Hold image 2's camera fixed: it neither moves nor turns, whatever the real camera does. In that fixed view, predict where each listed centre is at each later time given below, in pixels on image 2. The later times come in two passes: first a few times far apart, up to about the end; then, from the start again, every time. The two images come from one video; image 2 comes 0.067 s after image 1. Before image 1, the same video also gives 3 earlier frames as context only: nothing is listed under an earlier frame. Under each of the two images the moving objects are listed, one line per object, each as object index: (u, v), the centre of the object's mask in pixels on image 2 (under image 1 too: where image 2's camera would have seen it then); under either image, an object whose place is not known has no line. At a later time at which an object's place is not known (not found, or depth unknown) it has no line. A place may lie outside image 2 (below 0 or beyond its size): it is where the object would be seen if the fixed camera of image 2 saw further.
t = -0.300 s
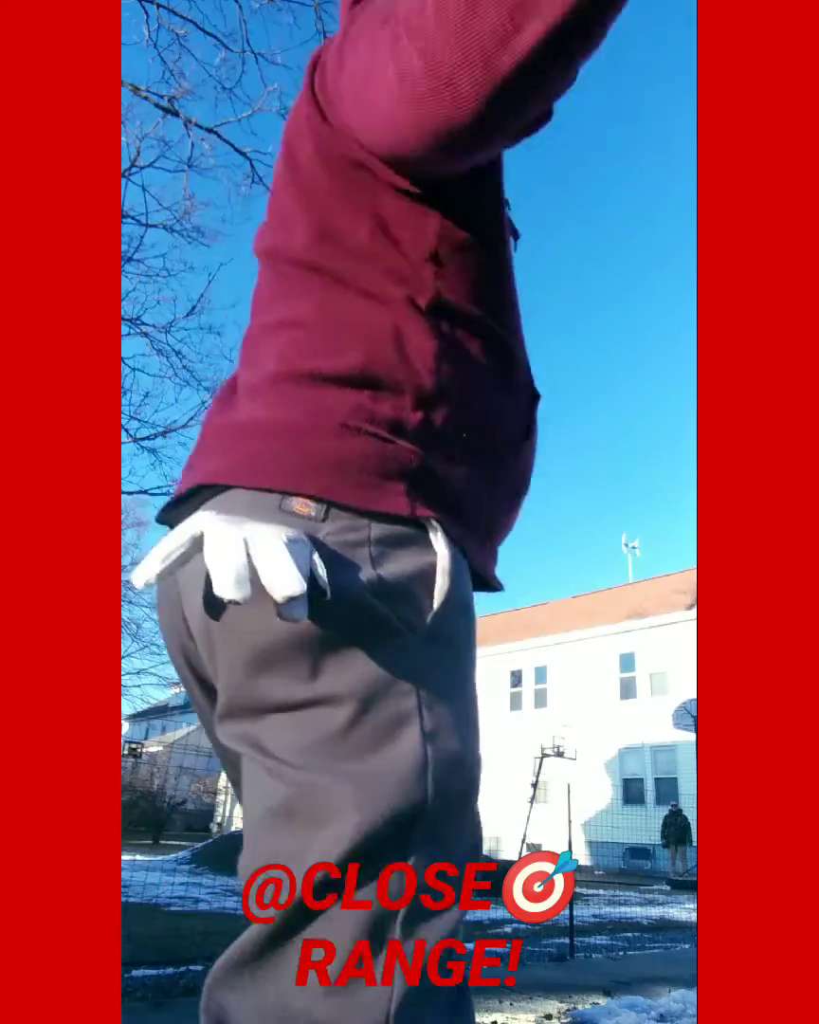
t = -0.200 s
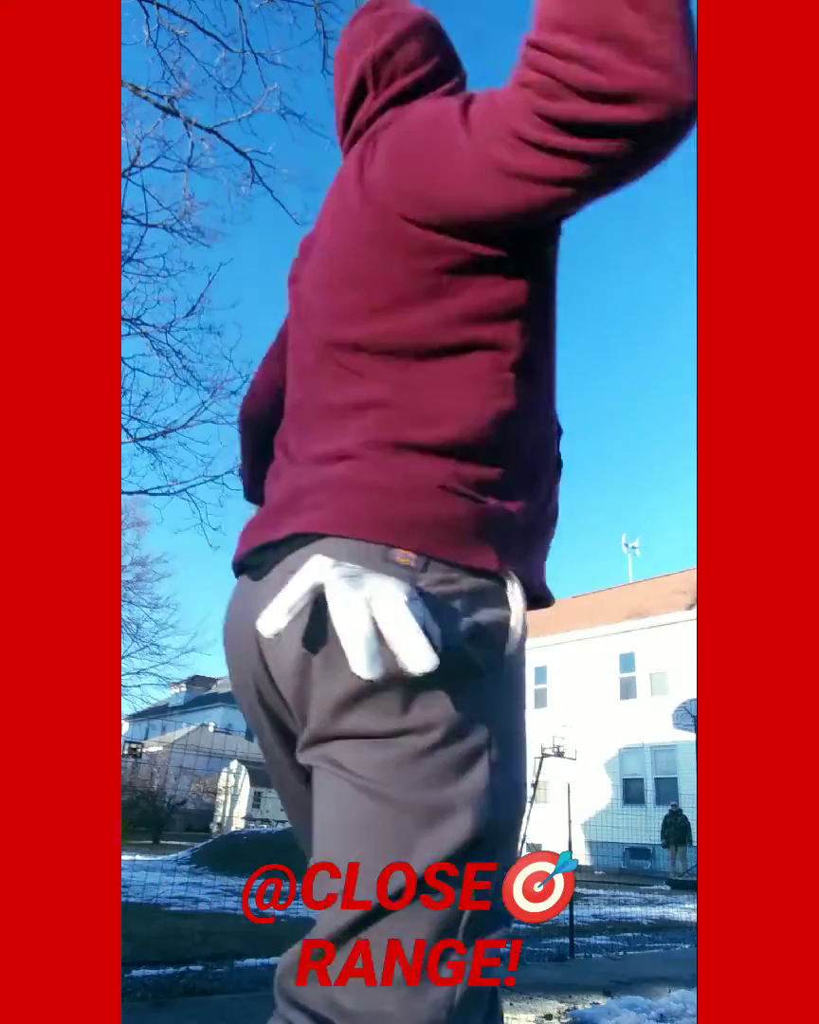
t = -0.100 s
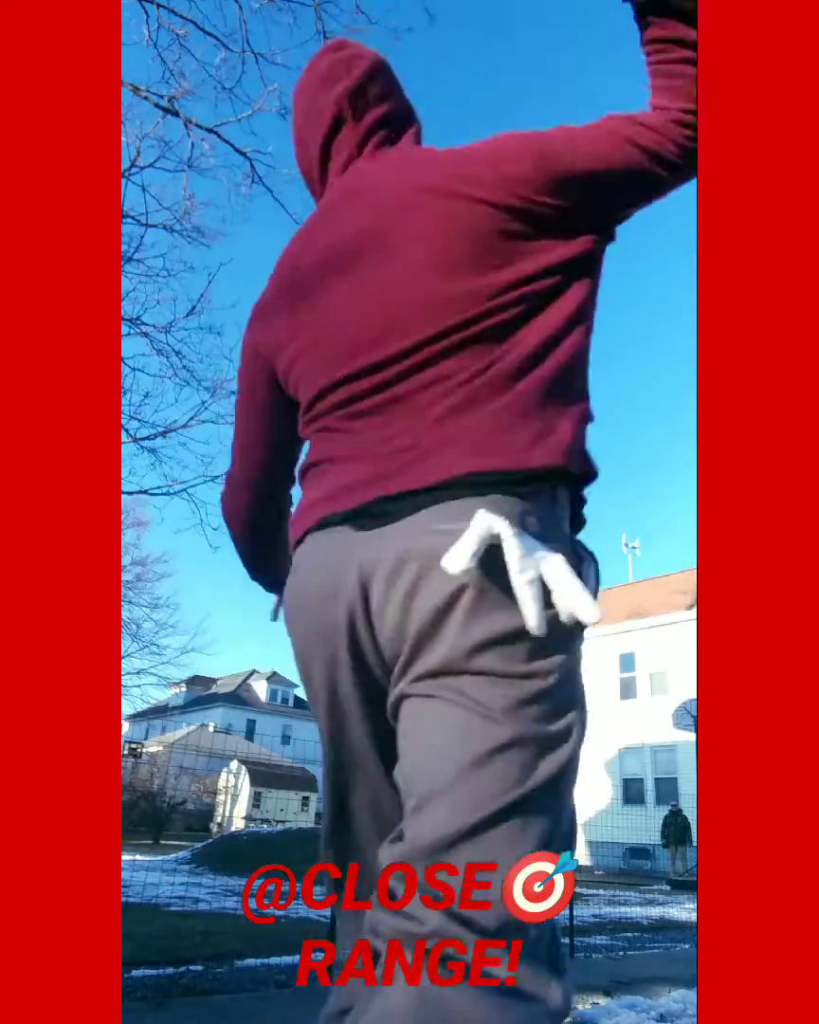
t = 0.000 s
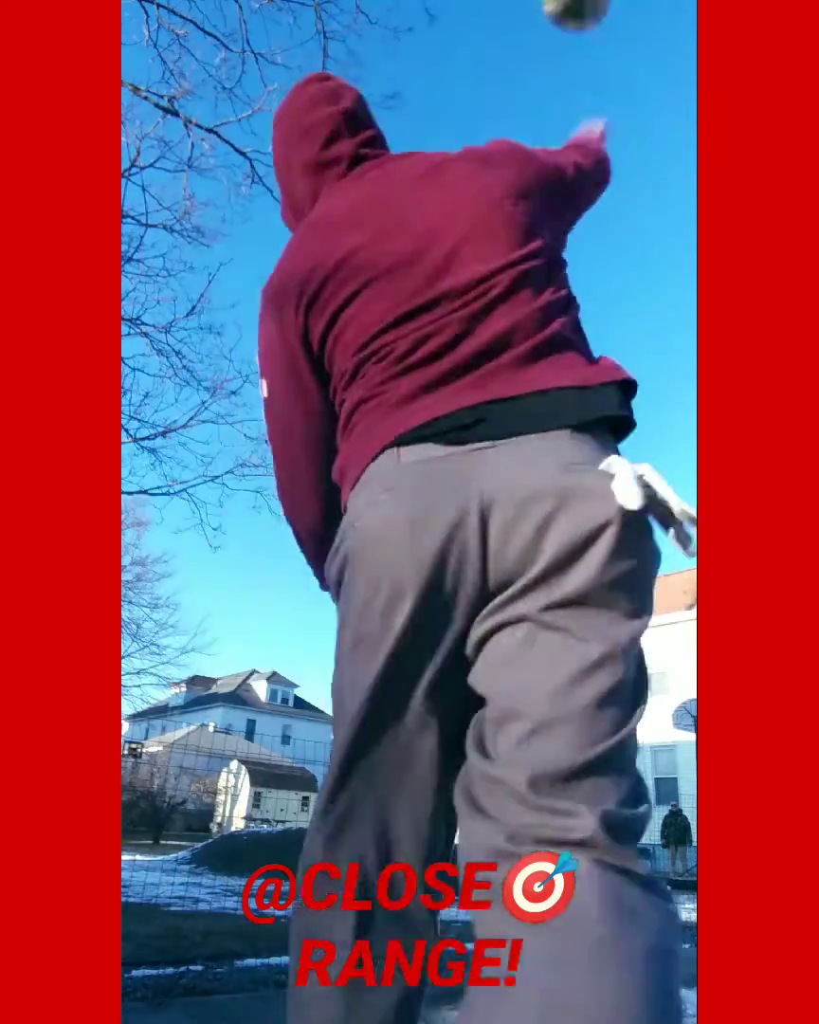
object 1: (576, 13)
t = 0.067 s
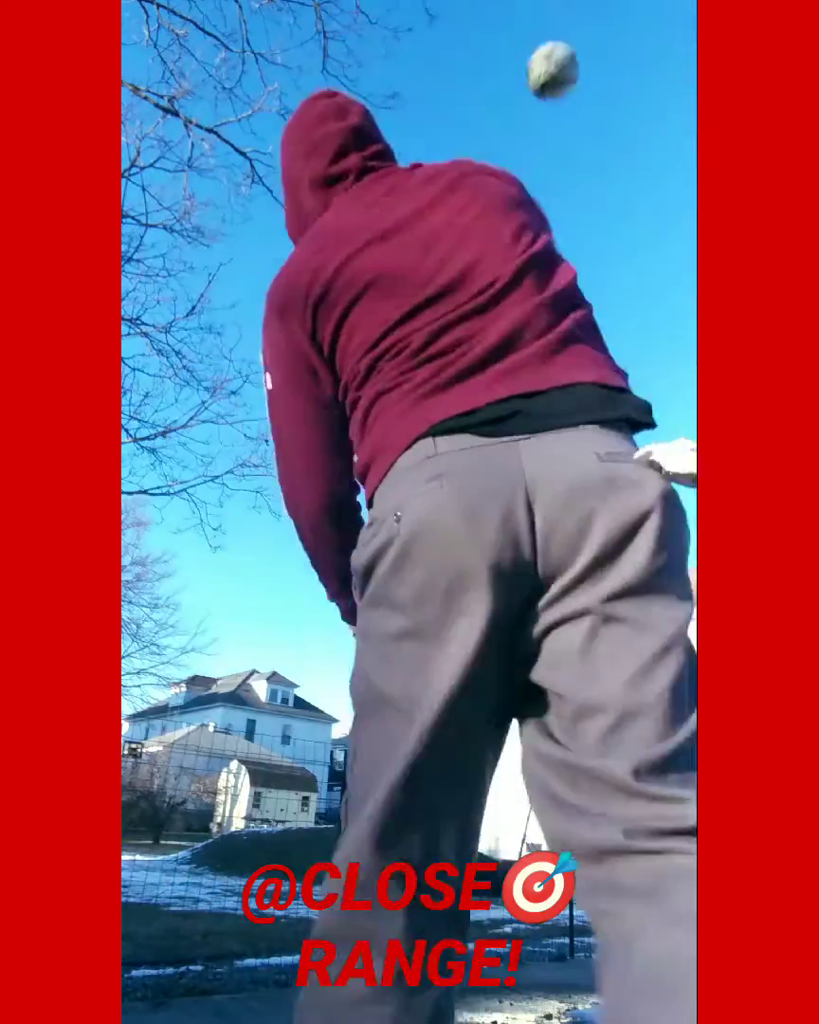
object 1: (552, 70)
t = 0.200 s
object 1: (535, 153)
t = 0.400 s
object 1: (530, 230)
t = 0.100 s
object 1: (546, 96)
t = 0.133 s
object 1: (541, 118)
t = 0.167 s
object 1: (538, 136)
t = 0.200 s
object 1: (535, 153)
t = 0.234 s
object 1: (534, 169)
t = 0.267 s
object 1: (533, 183)
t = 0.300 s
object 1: (531, 195)
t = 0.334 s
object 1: (532, 208)
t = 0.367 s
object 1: (531, 219)
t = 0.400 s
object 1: (530, 230)
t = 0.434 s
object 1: (534, 241)
